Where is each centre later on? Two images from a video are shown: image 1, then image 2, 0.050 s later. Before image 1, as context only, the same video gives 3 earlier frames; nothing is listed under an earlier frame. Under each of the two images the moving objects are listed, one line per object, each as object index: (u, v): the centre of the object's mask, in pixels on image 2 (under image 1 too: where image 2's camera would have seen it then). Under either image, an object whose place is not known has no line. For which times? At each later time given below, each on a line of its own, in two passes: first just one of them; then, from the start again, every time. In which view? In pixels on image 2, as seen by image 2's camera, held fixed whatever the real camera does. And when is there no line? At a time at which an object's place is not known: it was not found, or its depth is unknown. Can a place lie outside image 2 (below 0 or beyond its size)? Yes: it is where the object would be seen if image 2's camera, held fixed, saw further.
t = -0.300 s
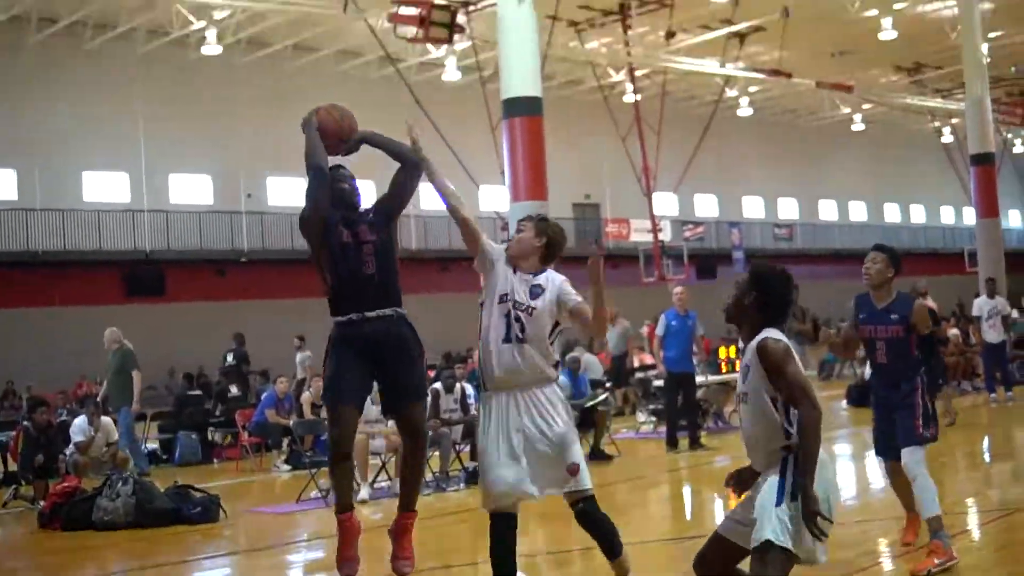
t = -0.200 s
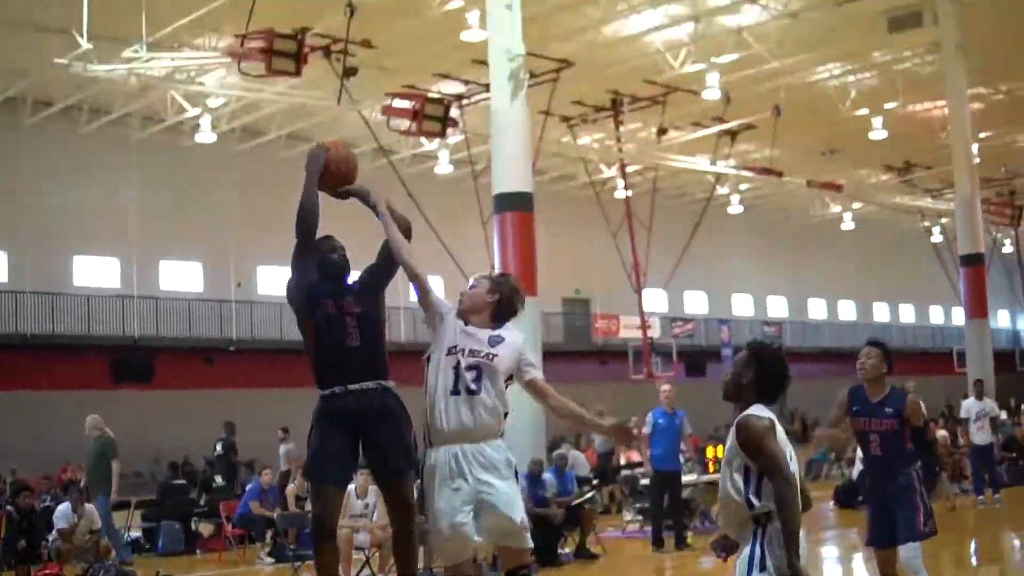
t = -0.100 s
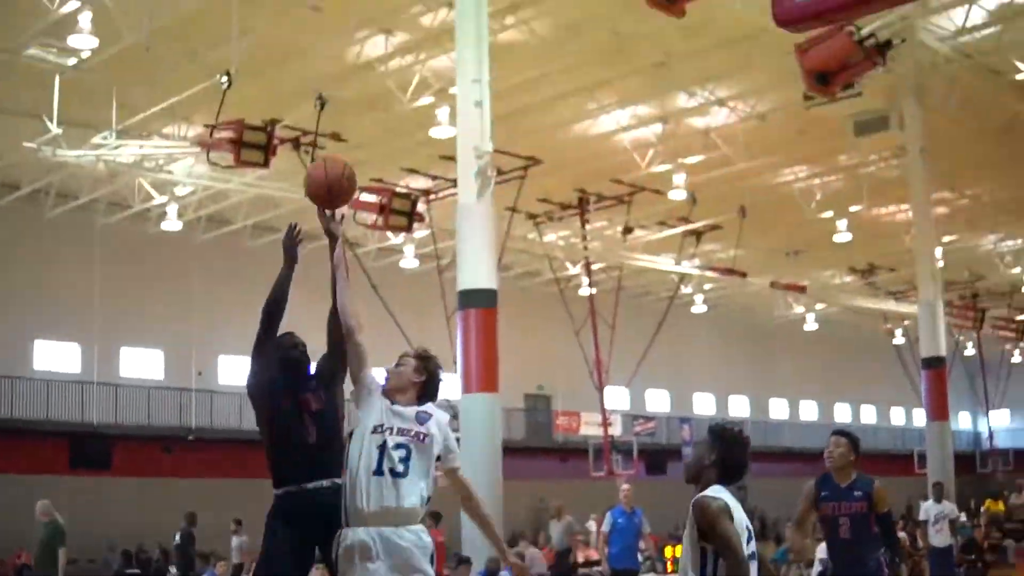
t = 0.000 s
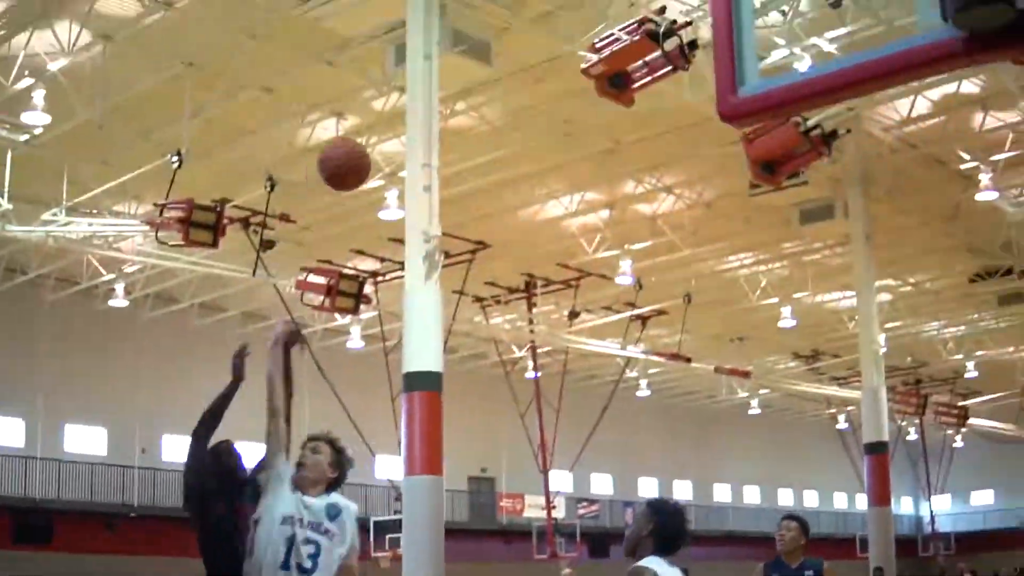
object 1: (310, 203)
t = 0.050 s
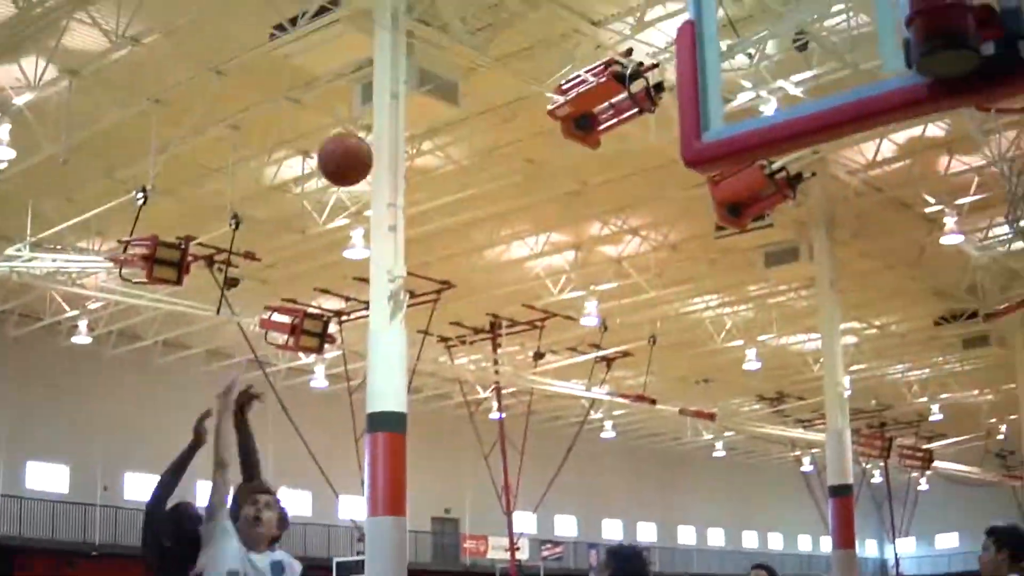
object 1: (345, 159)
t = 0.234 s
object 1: (483, 35)
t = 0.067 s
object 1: (356, 145)
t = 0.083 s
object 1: (368, 132)
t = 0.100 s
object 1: (380, 120)
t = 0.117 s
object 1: (392, 108)
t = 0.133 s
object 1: (405, 95)
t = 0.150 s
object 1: (417, 85)
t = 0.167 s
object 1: (430, 74)
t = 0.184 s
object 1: (443, 64)
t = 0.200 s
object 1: (456, 54)
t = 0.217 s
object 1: (469, 44)
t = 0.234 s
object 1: (483, 35)
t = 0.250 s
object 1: (497, 27)
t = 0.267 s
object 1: (511, 20)
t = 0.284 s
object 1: (525, 12)
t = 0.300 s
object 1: (541, 4)
